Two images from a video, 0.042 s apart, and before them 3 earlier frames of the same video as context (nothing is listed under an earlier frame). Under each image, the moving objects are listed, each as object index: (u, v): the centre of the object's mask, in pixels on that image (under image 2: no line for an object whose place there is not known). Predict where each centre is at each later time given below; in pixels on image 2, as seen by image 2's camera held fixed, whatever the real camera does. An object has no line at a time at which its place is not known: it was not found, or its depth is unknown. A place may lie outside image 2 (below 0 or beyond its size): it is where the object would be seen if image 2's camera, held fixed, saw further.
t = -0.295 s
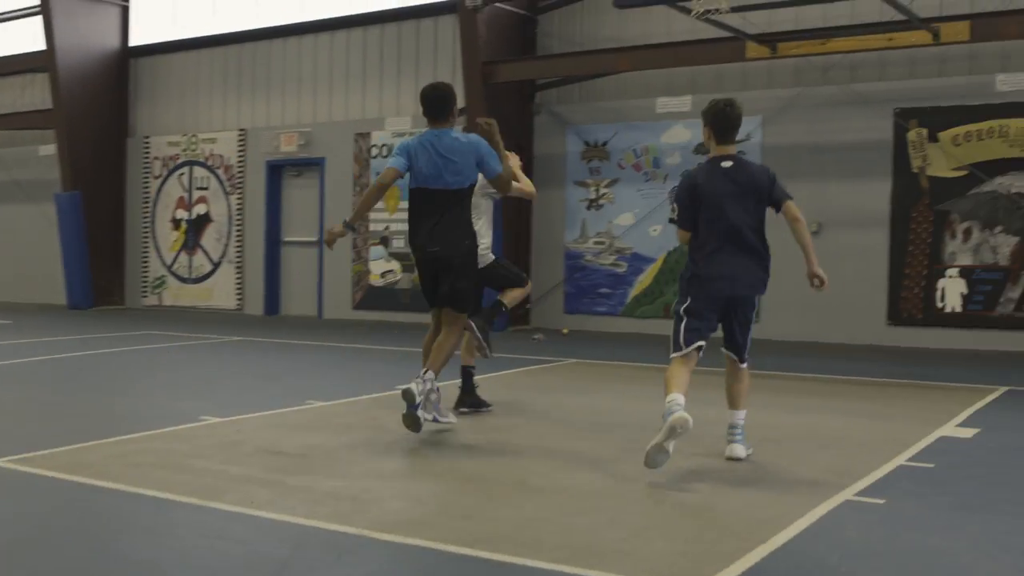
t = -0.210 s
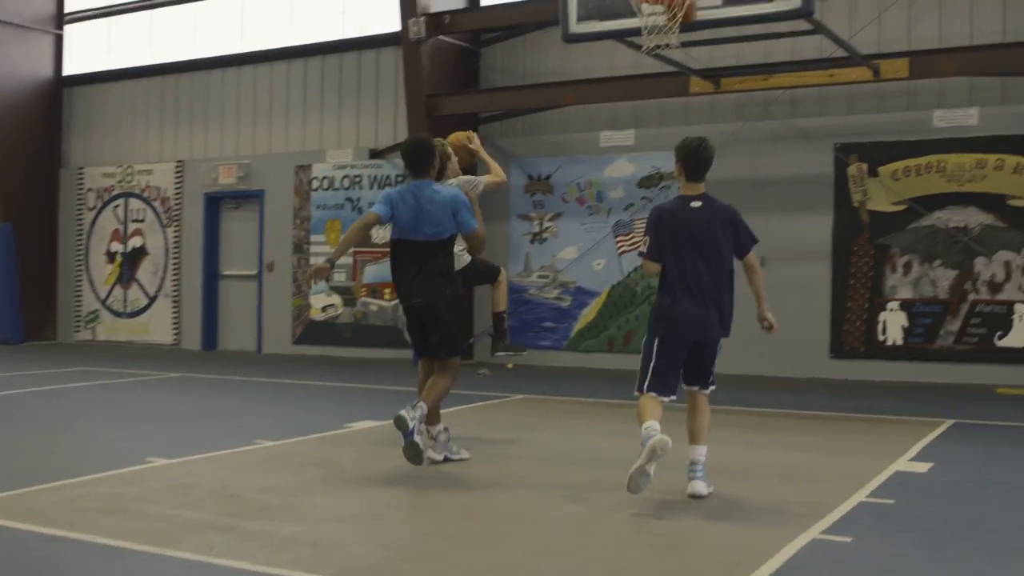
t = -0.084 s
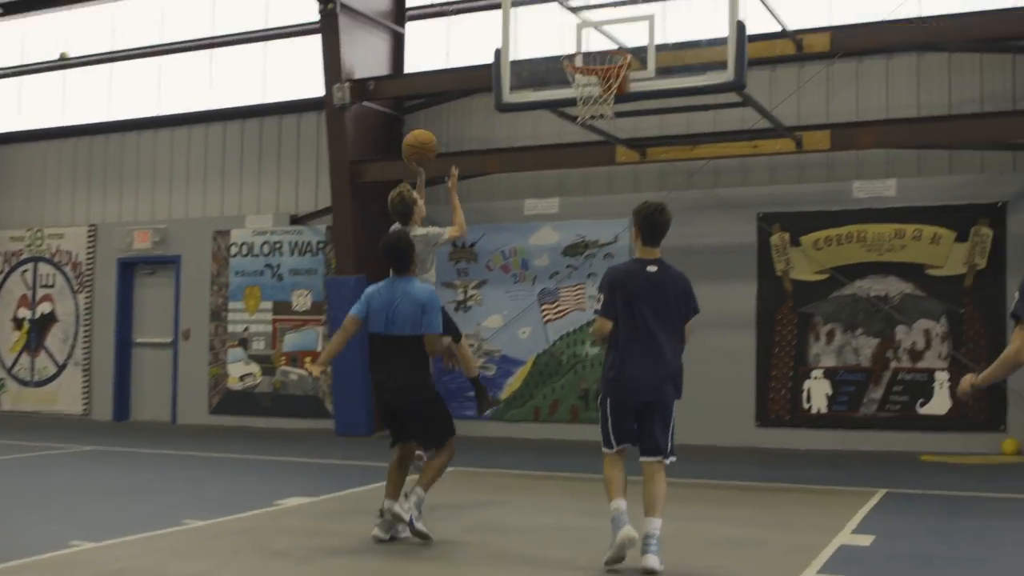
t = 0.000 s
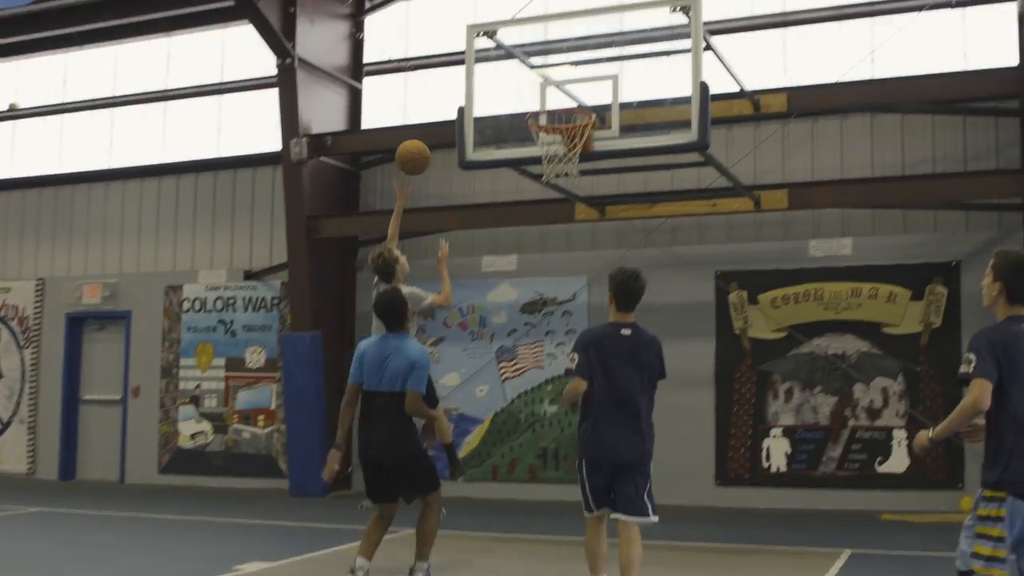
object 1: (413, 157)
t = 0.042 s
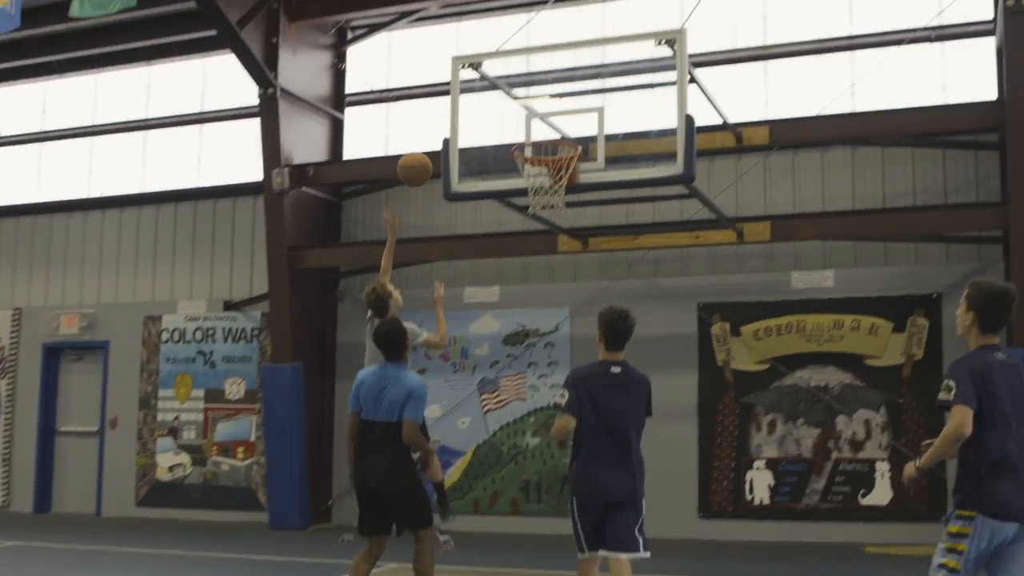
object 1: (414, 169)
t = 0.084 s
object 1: (433, 151)
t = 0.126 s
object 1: (449, 138)
